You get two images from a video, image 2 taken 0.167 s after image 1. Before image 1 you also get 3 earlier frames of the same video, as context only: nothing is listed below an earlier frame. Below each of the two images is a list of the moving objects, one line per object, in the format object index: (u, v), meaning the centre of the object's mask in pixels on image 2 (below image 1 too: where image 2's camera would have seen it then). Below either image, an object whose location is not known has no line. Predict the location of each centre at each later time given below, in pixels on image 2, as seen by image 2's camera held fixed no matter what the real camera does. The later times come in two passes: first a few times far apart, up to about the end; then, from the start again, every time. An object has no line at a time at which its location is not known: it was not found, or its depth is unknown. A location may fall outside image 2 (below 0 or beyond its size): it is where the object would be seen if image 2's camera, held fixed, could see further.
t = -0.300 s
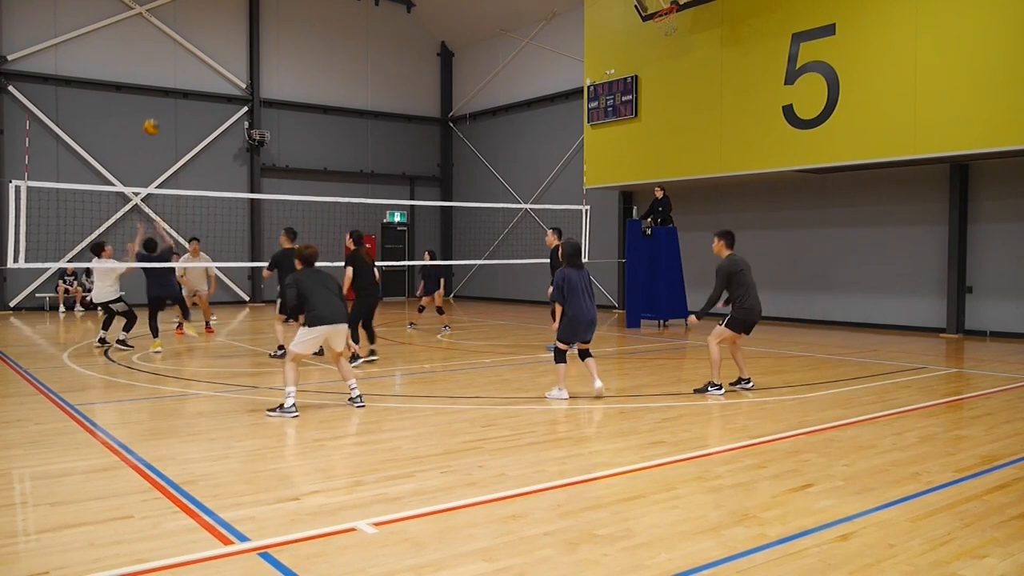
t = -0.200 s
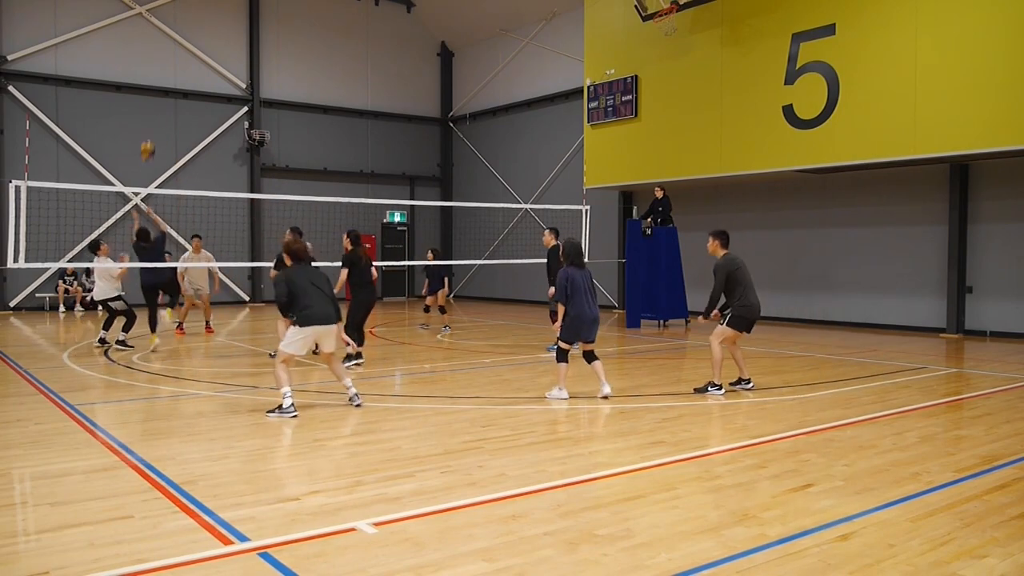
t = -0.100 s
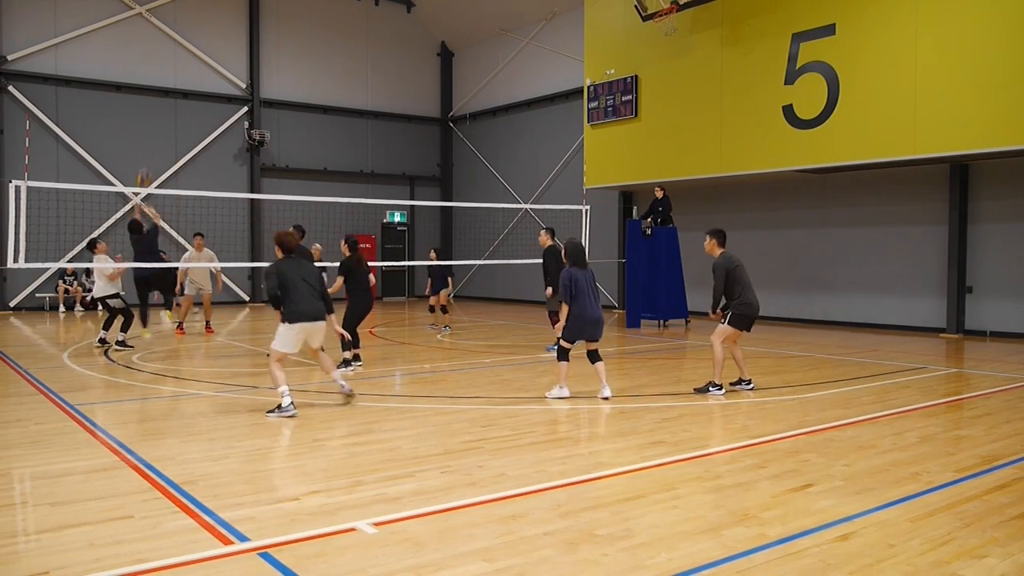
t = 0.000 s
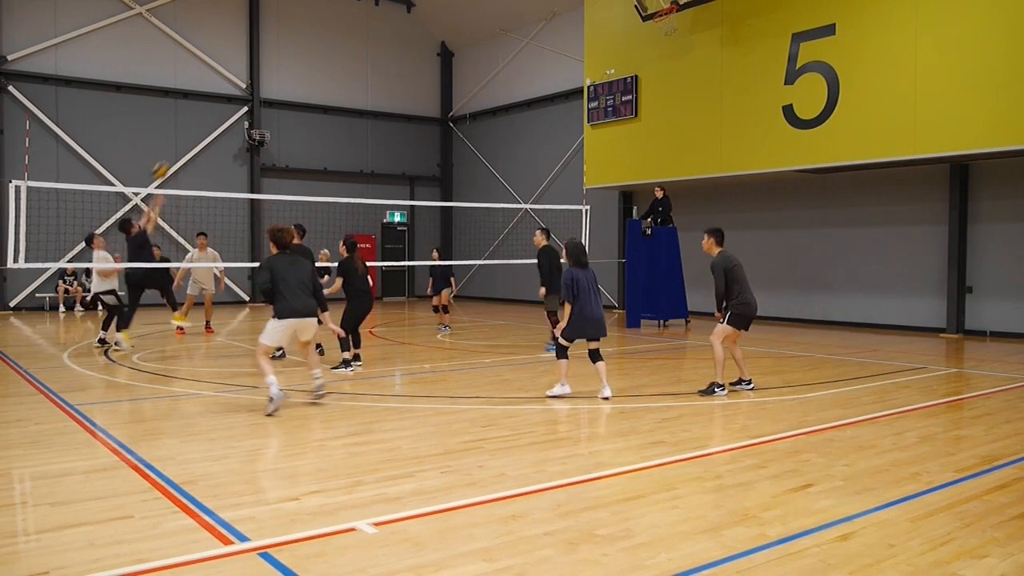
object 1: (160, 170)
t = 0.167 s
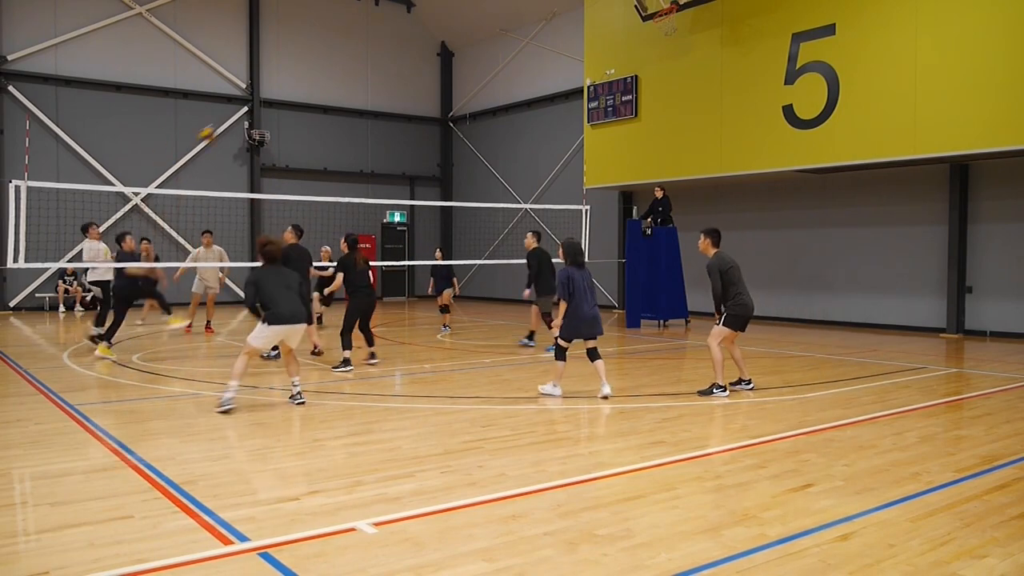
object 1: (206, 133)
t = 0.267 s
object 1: (239, 120)
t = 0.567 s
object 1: (338, 119)
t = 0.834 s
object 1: (437, 182)
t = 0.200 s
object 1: (217, 128)
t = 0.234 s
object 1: (228, 124)
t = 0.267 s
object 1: (239, 120)
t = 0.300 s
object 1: (253, 117)
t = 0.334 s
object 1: (261, 113)
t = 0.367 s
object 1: (270, 111)
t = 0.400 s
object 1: (281, 111)
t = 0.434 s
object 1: (291, 111)
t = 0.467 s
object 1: (304, 112)
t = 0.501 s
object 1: (314, 114)
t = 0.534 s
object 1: (327, 116)
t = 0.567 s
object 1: (338, 119)
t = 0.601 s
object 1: (351, 124)
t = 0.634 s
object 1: (361, 129)
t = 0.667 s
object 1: (373, 136)
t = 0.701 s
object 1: (385, 144)
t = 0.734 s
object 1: (398, 153)
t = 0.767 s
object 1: (410, 162)
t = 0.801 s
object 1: (423, 171)
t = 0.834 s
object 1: (437, 182)
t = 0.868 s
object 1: (448, 193)
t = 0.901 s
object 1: (463, 209)
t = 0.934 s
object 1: (474, 224)
